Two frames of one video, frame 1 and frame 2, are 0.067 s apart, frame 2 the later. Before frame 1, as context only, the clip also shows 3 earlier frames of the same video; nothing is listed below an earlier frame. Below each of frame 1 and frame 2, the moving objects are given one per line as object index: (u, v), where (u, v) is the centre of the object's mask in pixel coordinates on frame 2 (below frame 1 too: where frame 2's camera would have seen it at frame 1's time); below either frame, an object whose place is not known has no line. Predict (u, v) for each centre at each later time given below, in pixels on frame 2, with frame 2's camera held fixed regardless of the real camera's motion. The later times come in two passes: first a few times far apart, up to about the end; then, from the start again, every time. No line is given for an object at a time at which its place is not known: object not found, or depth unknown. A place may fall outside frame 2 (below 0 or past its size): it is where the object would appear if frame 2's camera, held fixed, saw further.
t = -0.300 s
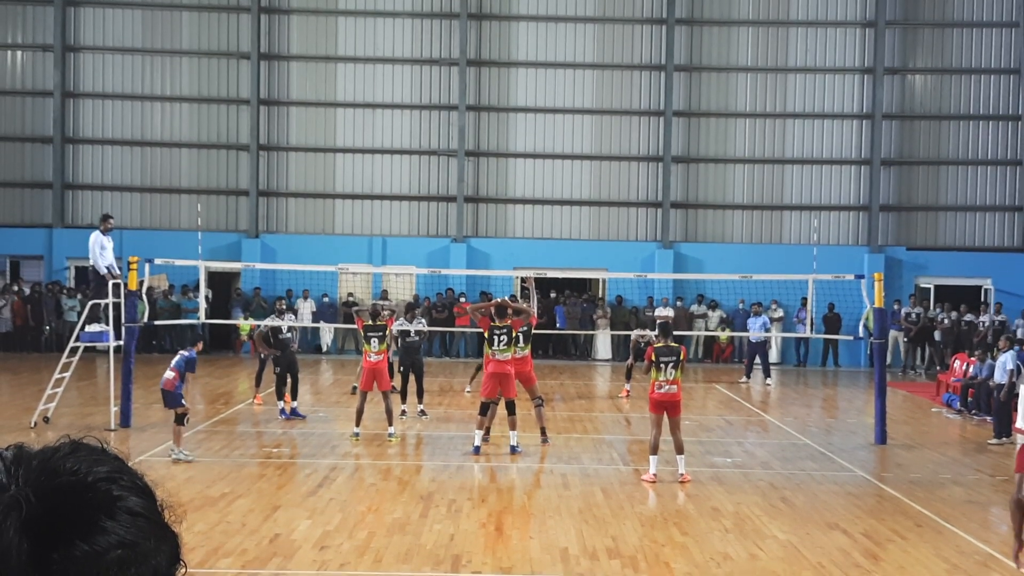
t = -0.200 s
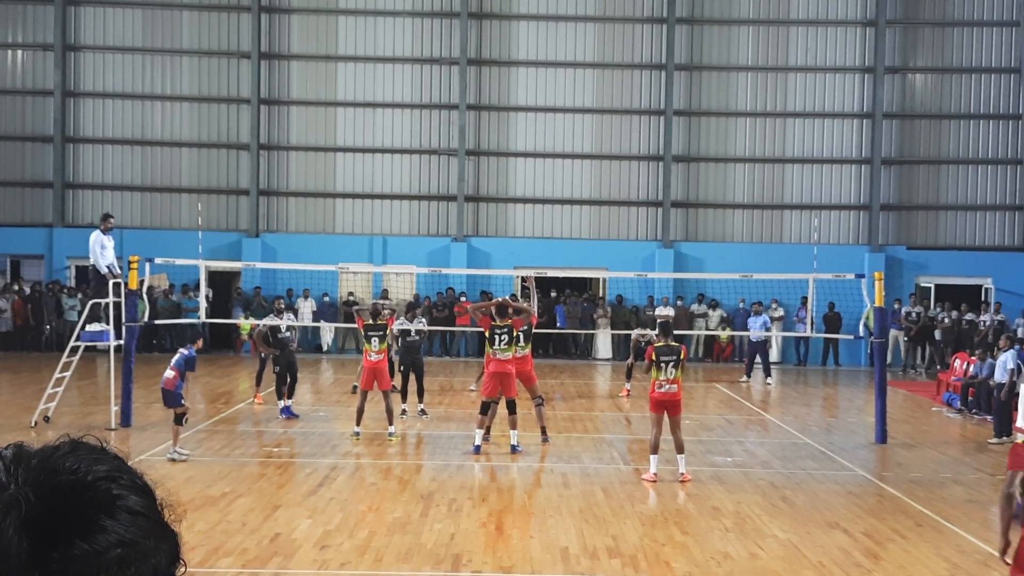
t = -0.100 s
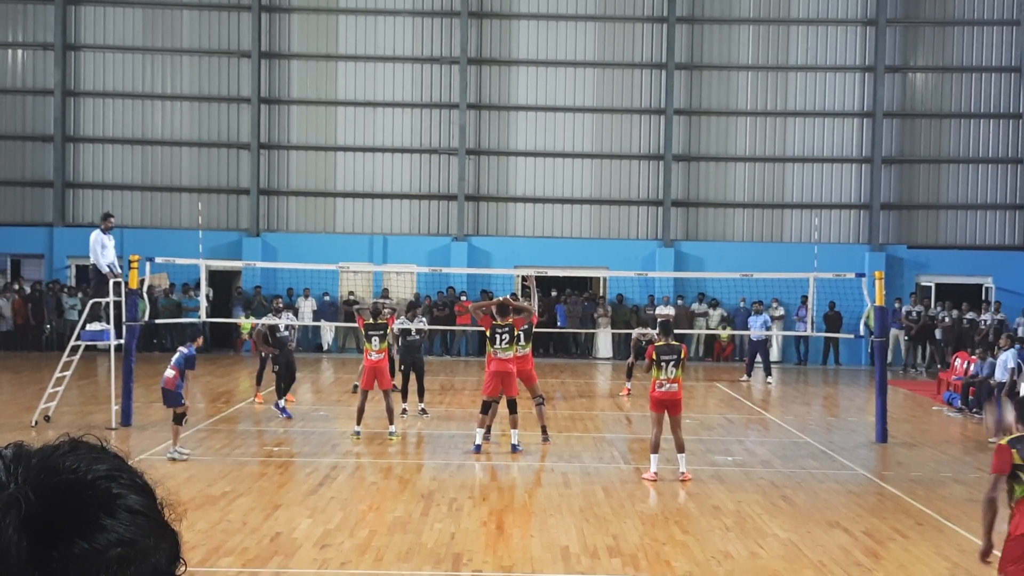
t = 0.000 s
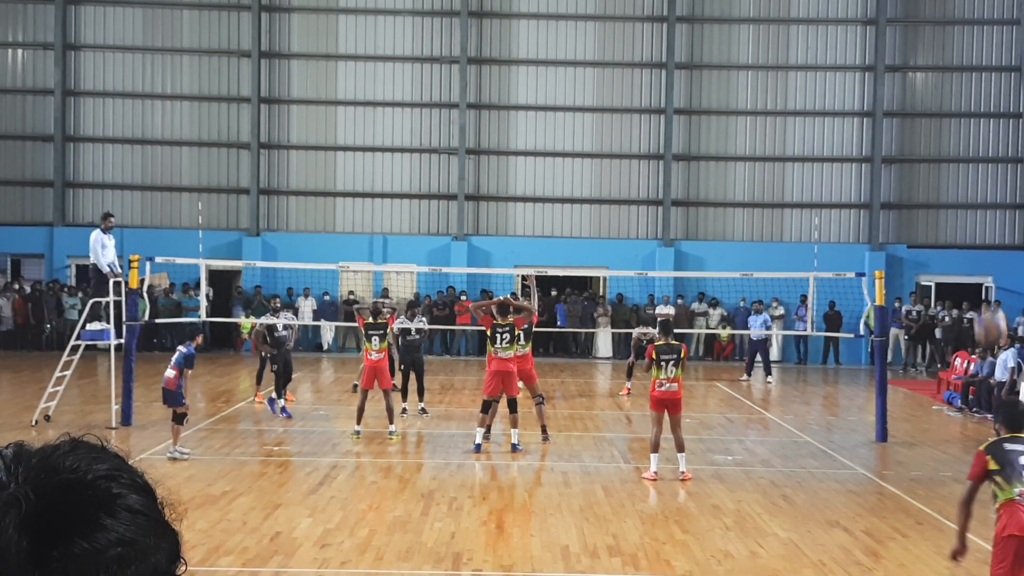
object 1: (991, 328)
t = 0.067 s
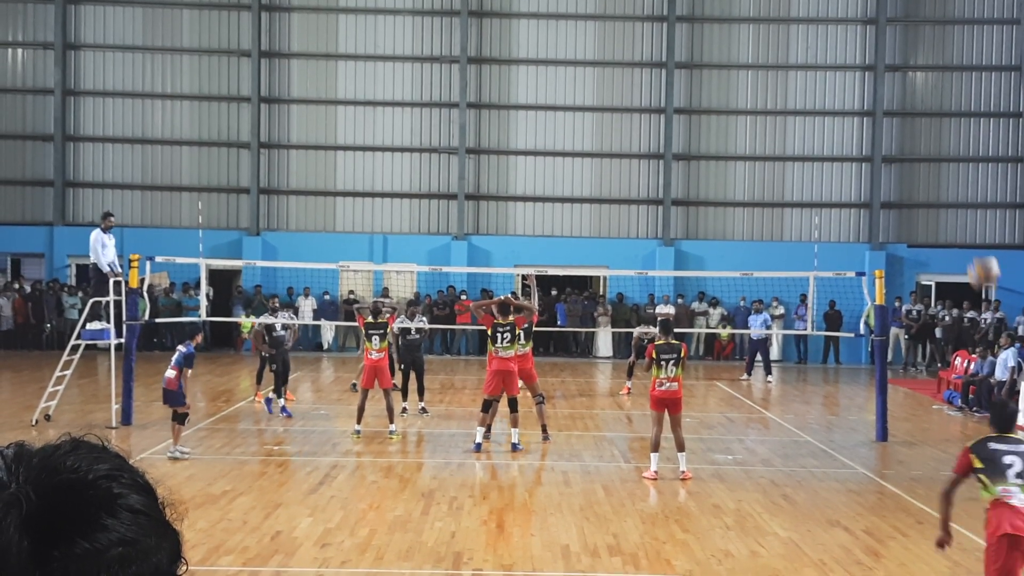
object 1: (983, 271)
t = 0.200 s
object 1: (971, 192)
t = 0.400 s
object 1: (953, 120)
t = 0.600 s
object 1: (934, 106)
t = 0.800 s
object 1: (914, 141)
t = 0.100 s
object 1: (980, 249)
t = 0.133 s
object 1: (977, 228)
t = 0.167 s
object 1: (974, 208)
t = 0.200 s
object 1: (971, 192)
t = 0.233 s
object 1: (968, 174)
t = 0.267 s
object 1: (964, 161)
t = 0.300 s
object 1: (962, 148)
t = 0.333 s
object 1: (958, 137)
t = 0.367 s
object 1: (956, 127)
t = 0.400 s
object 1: (953, 120)
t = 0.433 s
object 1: (949, 113)
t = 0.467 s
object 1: (946, 110)
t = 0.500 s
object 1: (943, 107)
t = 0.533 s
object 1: (940, 105)
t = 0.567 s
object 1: (937, 105)
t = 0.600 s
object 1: (934, 106)
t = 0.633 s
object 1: (931, 108)
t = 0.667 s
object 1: (927, 112)
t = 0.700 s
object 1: (925, 117)
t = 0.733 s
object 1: (921, 124)
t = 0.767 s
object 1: (919, 132)
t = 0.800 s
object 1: (914, 141)
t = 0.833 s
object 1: (912, 151)
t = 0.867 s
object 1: (909, 163)
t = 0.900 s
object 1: (906, 176)
